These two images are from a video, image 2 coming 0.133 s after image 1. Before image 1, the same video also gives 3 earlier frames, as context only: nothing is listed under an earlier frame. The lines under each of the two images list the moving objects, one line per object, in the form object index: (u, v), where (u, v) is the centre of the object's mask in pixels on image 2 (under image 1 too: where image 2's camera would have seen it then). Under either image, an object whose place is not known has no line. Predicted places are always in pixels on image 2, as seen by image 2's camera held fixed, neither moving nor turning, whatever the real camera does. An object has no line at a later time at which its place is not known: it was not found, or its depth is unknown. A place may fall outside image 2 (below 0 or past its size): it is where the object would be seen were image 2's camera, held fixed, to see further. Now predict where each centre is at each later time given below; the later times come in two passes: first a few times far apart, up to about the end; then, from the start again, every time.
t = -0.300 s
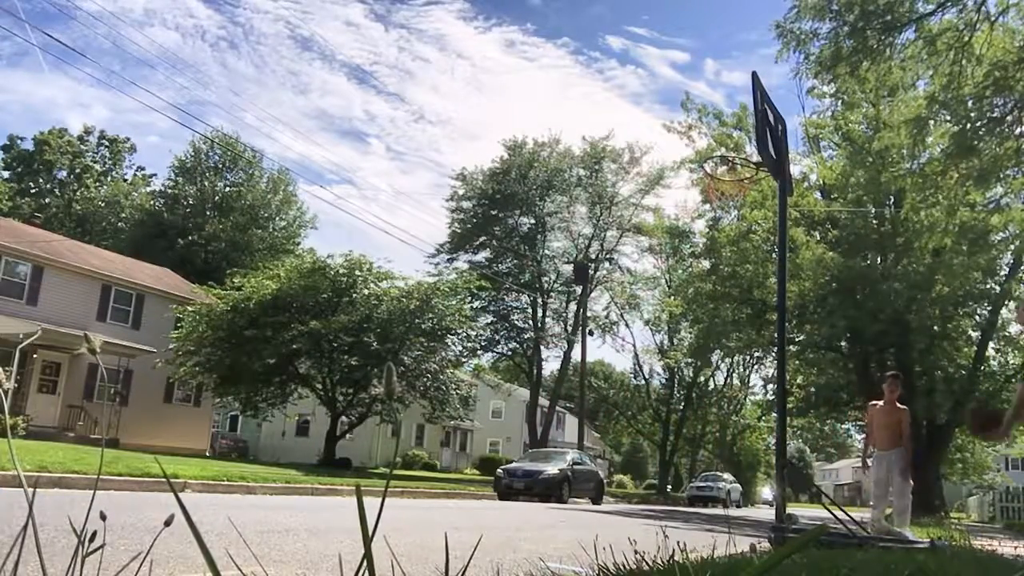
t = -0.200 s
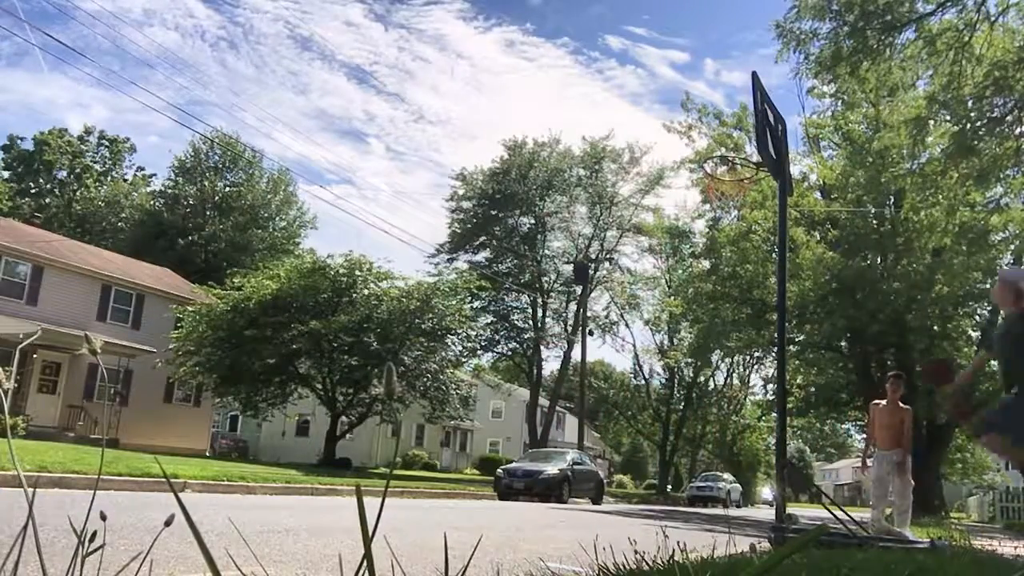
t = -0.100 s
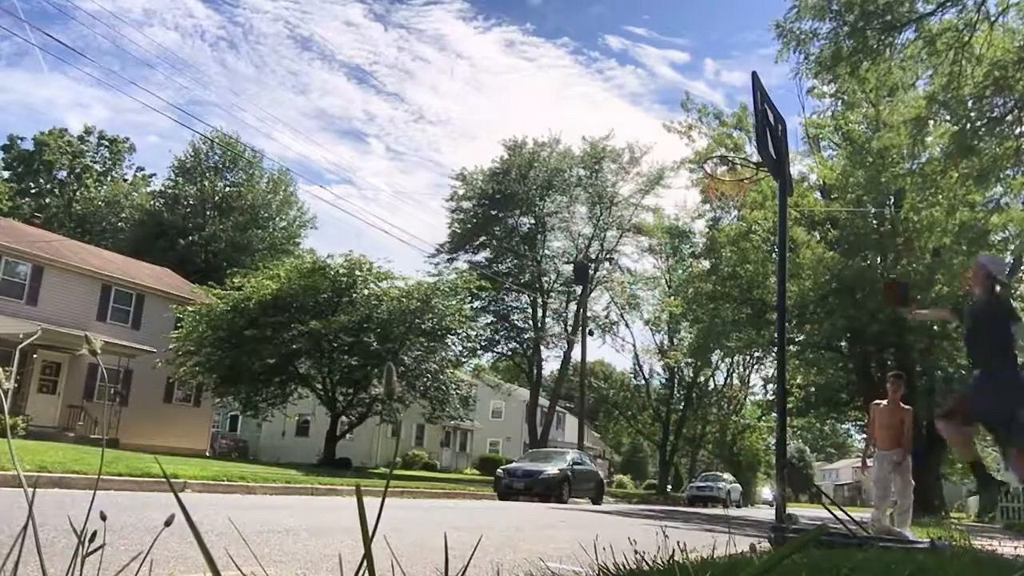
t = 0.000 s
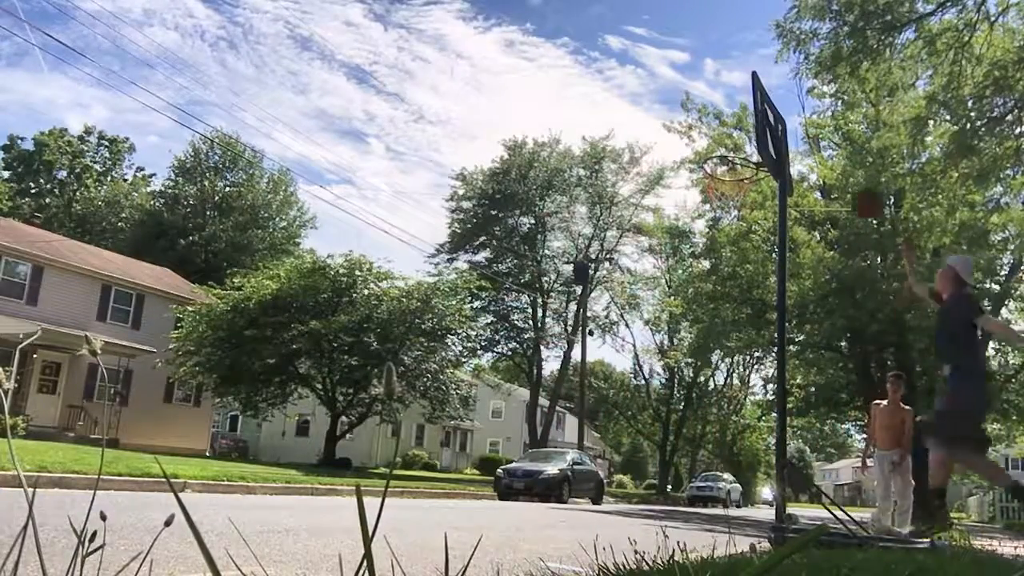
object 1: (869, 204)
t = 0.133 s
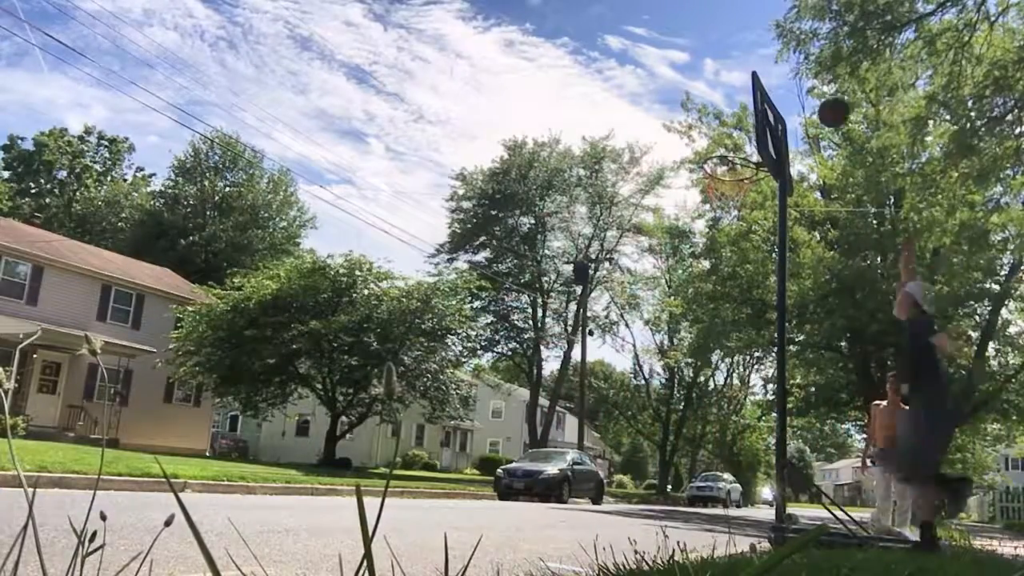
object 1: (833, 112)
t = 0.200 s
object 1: (818, 77)
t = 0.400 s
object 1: (775, 11)
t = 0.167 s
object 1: (826, 94)
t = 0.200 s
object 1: (818, 77)
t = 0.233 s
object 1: (811, 62)
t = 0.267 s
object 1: (804, 48)
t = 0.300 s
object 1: (797, 36)
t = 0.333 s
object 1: (789, 26)
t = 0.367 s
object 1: (782, 17)
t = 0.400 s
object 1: (775, 11)
